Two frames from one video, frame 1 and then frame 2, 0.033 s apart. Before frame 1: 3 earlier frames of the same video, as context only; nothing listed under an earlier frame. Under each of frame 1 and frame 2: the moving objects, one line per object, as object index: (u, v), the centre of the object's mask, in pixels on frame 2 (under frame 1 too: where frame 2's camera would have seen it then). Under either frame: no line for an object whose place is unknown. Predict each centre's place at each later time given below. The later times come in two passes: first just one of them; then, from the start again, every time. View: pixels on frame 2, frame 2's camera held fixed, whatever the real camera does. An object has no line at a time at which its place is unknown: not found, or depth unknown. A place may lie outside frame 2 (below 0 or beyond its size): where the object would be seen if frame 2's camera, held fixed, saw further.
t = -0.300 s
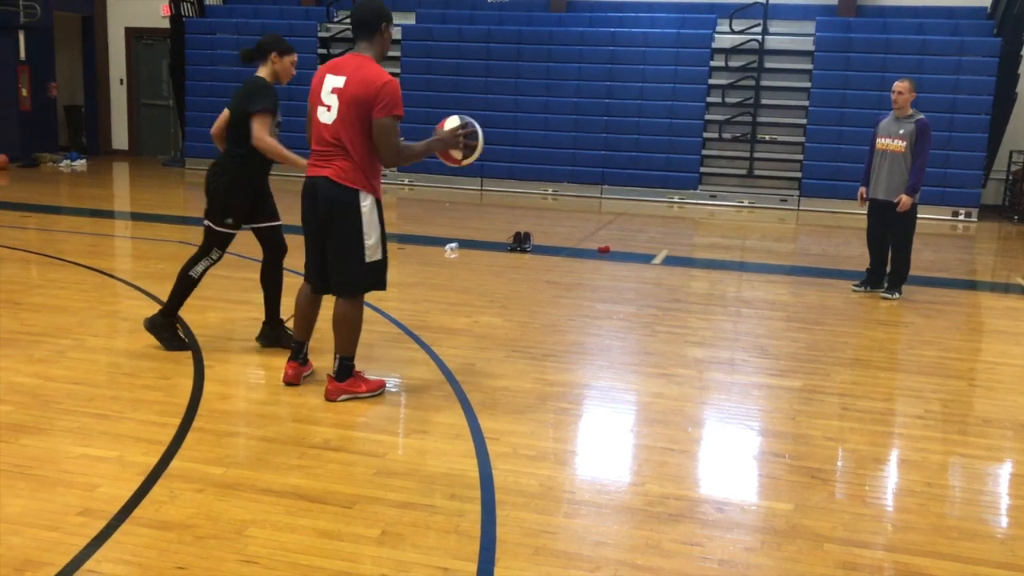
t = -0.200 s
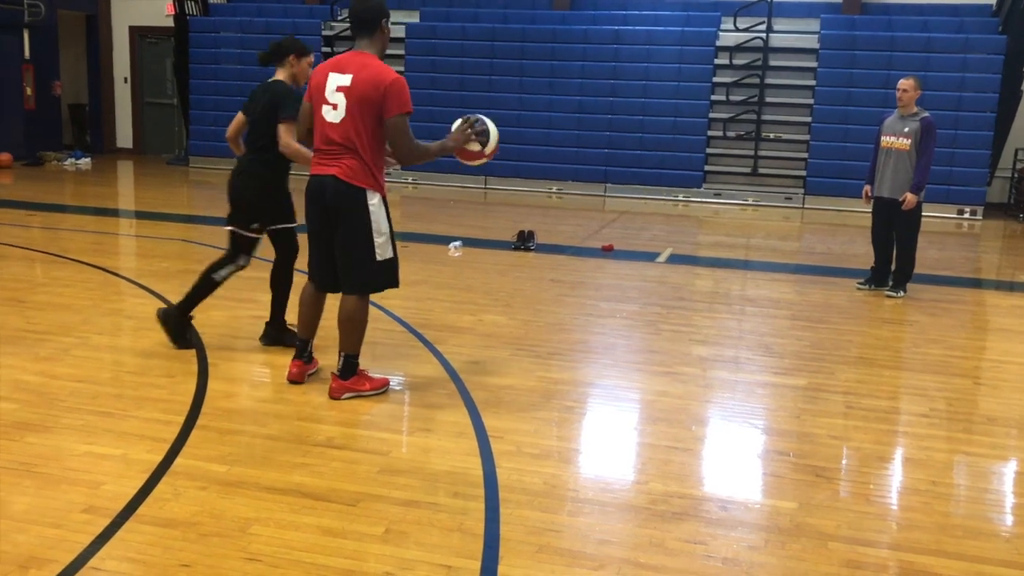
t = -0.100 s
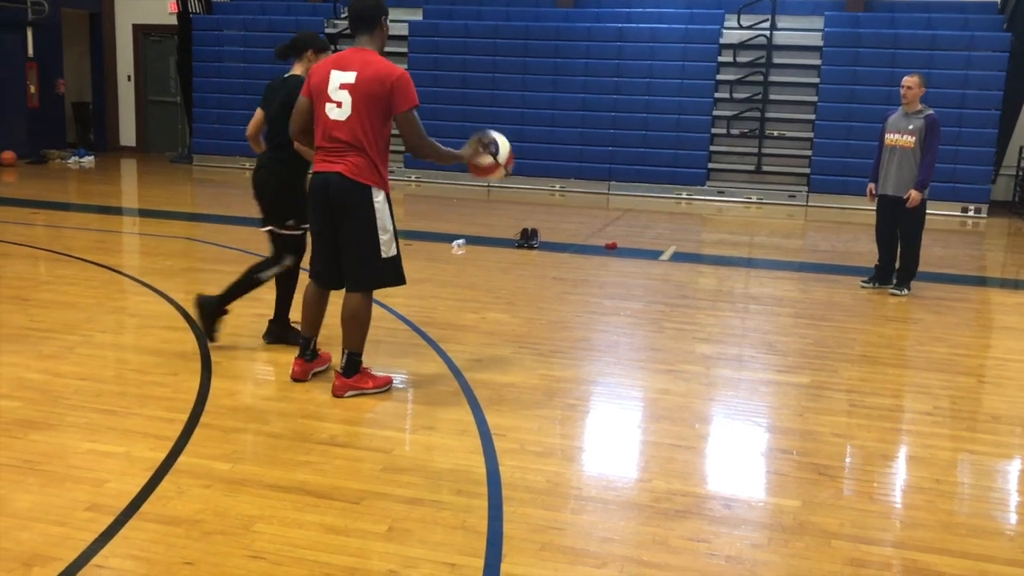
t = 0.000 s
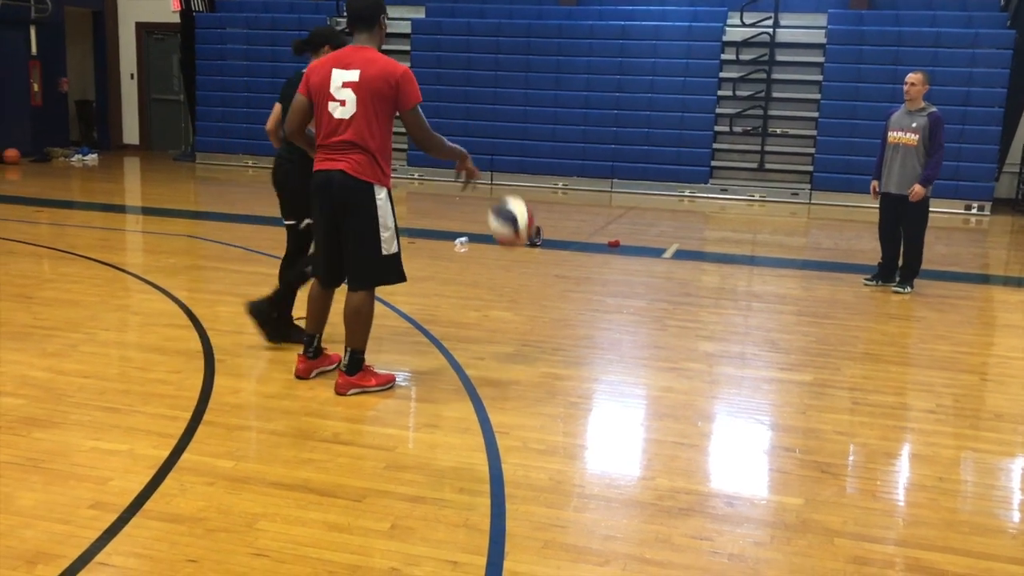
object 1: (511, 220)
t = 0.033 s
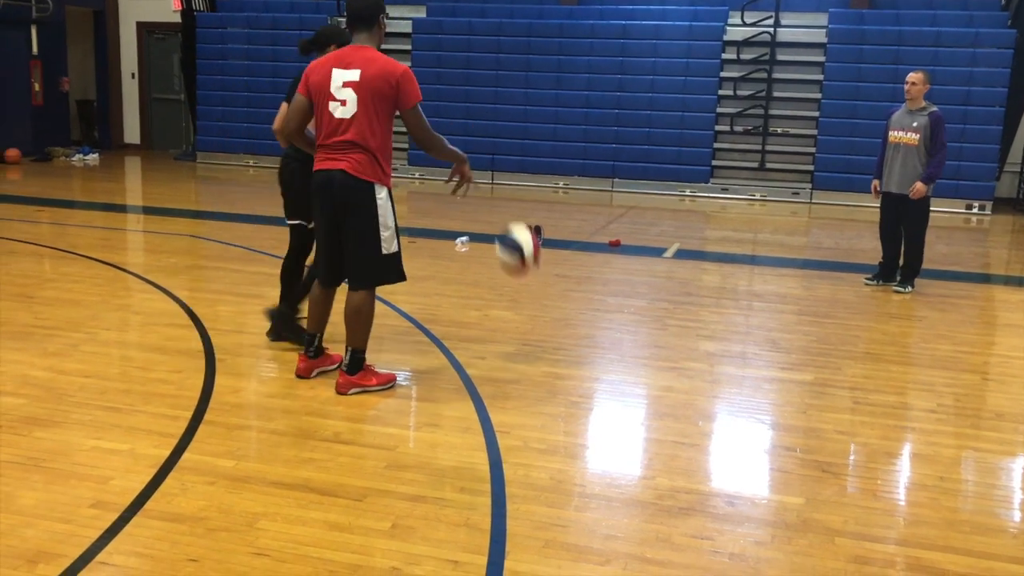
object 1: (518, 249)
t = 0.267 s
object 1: (550, 252)
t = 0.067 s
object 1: (524, 278)
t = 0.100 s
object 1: (530, 306)
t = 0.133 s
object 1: (535, 340)
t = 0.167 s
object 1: (539, 315)
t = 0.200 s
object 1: (542, 293)
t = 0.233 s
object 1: (546, 271)
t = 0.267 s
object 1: (550, 252)
